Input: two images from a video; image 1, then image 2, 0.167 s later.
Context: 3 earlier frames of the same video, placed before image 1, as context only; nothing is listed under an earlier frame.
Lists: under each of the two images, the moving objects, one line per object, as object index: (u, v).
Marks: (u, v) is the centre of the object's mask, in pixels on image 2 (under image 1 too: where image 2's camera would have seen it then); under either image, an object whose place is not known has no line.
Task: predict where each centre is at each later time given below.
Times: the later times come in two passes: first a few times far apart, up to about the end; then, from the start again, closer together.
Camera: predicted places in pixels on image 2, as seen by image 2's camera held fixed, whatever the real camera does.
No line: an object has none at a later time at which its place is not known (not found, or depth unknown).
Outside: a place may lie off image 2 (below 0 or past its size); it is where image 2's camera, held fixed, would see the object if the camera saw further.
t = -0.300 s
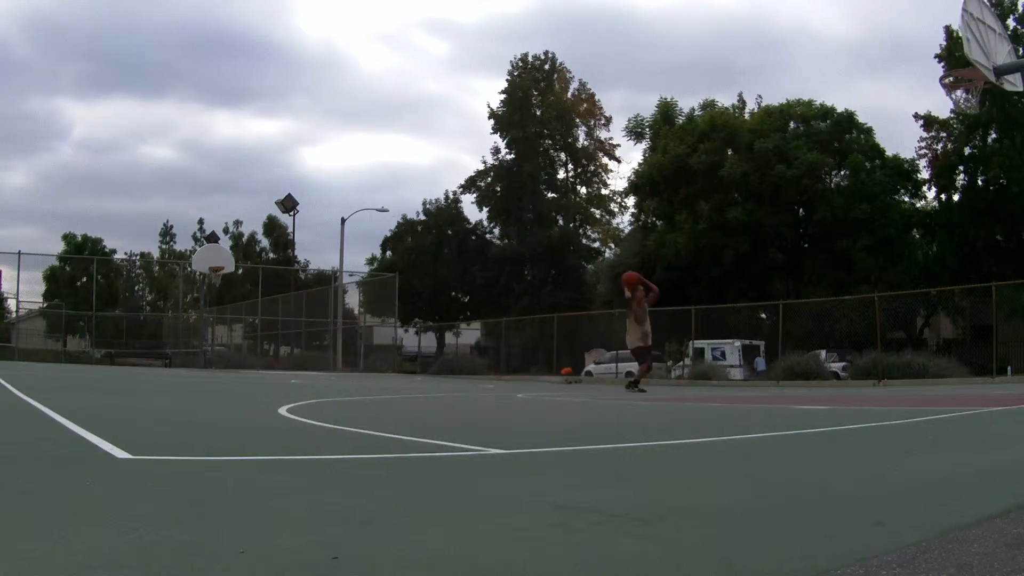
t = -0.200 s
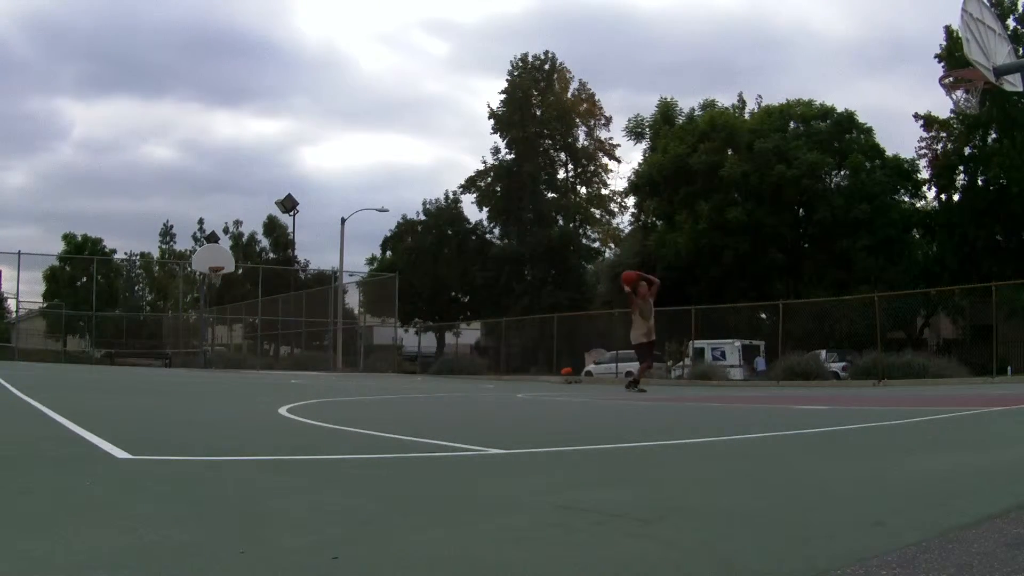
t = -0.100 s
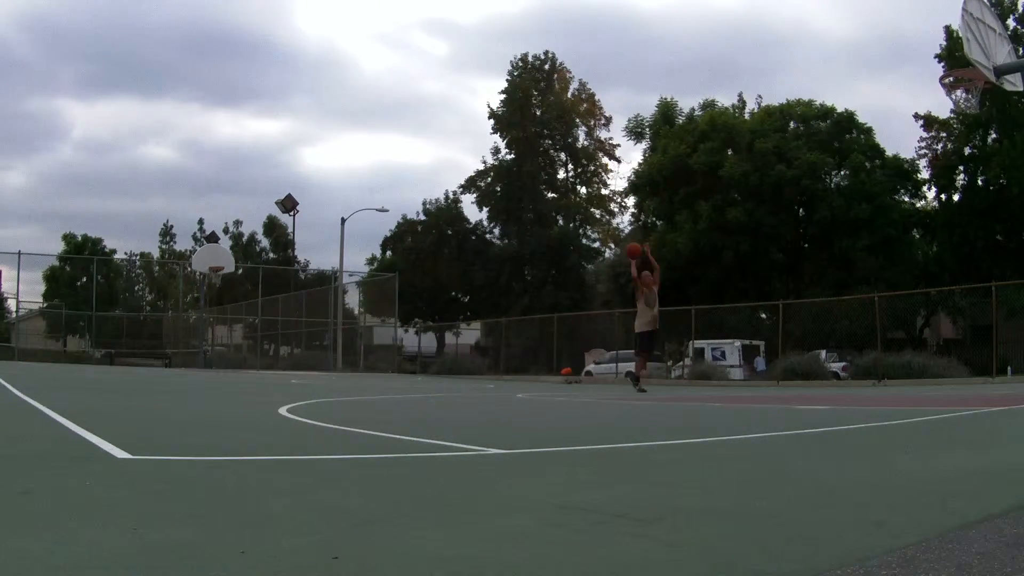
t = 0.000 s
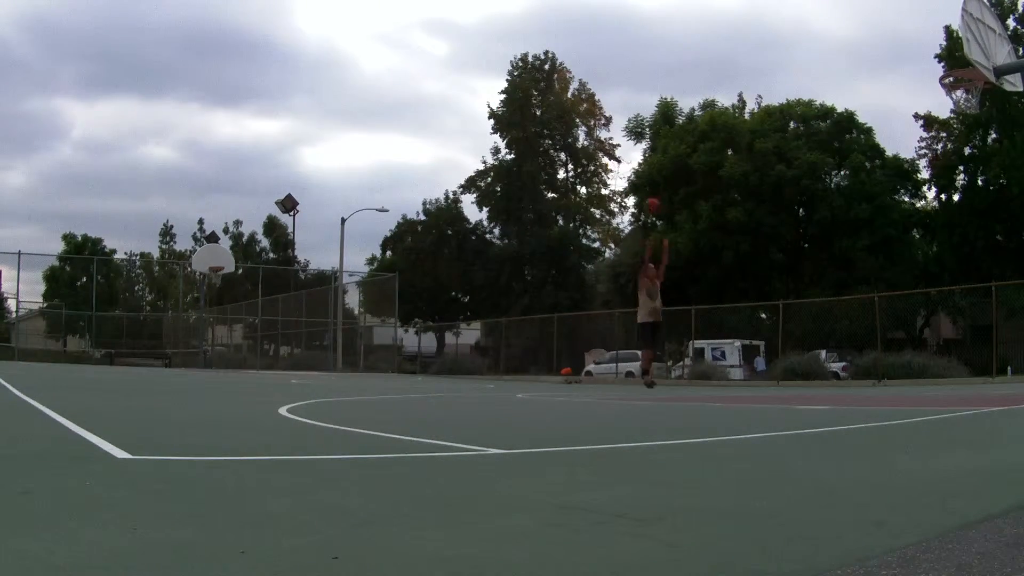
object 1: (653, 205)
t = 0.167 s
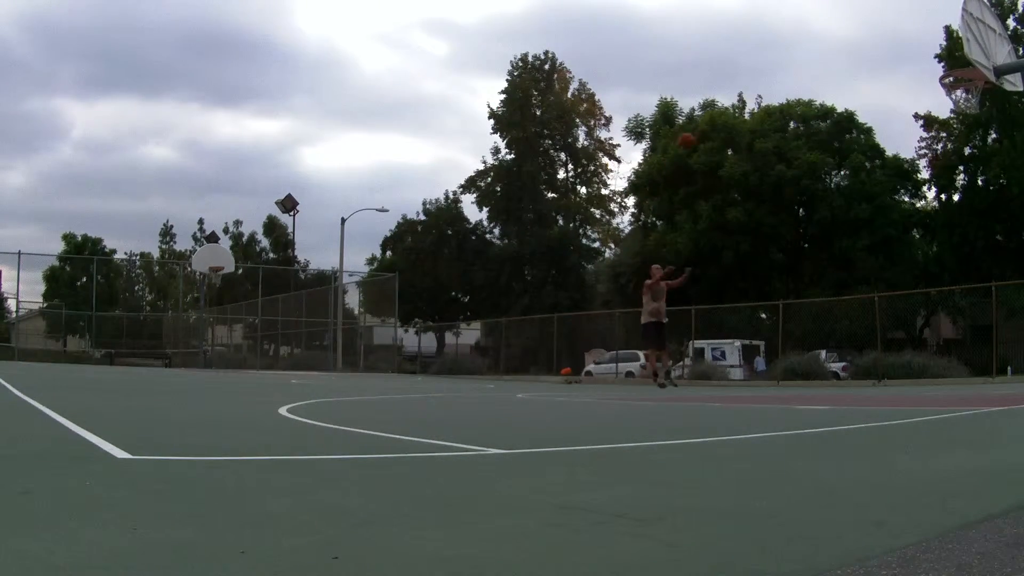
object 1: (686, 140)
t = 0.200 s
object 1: (692, 129)
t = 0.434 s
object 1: (749, 66)
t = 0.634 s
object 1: (805, 36)
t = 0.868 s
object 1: (885, 38)
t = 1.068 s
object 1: (967, 87)
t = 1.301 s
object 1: (960, 106)
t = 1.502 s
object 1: (944, 144)
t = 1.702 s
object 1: (930, 218)
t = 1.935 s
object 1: (912, 356)
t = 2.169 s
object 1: (887, 310)
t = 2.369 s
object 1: (862, 261)
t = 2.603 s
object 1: (835, 252)
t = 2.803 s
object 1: (813, 283)
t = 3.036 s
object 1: (788, 369)
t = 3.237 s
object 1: (768, 343)
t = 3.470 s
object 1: (746, 314)
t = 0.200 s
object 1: (692, 129)
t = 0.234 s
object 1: (700, 118)
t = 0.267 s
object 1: (708, 109)
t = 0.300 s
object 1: (716, 99)
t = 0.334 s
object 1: (724, 90)
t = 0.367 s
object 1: (732, 81)
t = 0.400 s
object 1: (741, 73)
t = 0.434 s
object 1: (749, 66)
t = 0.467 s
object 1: (758, 59)
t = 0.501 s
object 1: (767, 52)
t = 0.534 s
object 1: (776, 47)
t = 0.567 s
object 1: (785, 43)
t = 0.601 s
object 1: (795, 39)
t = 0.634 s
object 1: (805, 36)
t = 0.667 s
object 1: (815, 34)
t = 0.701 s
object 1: (826, 32)
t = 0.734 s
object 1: (837, 31)
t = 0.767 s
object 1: (848, 32)
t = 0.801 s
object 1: (860, 33)
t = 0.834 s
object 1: (872, 35)
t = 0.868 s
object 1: (885, 38)
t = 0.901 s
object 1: (898, 42)
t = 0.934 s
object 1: (911, 48)
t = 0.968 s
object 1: (925, 55)
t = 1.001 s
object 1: (940, 63)
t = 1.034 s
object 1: (954, 71)
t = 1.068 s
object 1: (967, 87)
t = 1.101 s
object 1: (975, 98)
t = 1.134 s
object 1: (976, 100)
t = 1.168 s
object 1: (973, 102)
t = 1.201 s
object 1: (970, 103)
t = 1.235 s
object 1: (966, 103)
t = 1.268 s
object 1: (963, 103)
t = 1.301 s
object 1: (960, 106)
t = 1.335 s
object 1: (956, 109)
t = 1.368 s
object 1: (954, 115)
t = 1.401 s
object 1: (952, 120)
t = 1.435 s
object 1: (949, 128)
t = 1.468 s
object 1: (946, 134)
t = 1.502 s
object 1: (944, 144)
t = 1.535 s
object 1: (941, 153)
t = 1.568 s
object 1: (939, 163)
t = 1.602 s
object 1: (936, 176)
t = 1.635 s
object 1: (934, 190)
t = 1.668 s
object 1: (930, 203)
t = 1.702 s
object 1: (930, 218)
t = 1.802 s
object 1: (923, 272)
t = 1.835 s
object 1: (921, 290)
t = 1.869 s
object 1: (919, 312)
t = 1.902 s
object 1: (915, 332)
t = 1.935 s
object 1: (912, 356)
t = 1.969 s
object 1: (909, 380)
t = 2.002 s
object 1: (906, 378)
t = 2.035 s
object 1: (902, 362)
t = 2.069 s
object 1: (898, 347)
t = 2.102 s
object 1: (895, 333)
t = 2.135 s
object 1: (890, 321)
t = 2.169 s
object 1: (887, 310)
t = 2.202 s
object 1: (882, 298)
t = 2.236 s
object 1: (878, 289)
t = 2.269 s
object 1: (875, 280)
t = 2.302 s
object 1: (870, 272)
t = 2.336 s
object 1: (866, 266)
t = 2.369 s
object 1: (862, 261)
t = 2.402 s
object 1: (858, 256)
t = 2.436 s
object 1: (854, 254)
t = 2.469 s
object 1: (850, 251)
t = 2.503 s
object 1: (846, 250)
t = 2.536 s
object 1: (843, 249)
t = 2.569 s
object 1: (839, 250)
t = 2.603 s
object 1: (835, 252)
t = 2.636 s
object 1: (831, 255)
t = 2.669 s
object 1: (827, 258)
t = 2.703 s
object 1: (824, 263)
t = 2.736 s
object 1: (820, 269)
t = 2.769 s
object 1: (816, 276)
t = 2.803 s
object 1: (813, 283)
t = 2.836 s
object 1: (809, 293)
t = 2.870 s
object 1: (805, 301)
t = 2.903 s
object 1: (802, 313)
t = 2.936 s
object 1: (799, 325)
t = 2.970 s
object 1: (795, 340)
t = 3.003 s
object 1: (792, 353)
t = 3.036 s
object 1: (788, 369)
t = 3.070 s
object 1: (784, 385)
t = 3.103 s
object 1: (781, 381)
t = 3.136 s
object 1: (777, 370)
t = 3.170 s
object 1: (775, 360)
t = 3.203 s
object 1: (771, 350)
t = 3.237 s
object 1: (768, 343)
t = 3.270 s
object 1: (765, 335)
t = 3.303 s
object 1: (762, 330)
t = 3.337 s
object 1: (757, 326)
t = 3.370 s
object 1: (754, 320)
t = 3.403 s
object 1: (752, 317)
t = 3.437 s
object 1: (748, 315)
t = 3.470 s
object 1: (746, 314)
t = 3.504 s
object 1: (741, 313)
